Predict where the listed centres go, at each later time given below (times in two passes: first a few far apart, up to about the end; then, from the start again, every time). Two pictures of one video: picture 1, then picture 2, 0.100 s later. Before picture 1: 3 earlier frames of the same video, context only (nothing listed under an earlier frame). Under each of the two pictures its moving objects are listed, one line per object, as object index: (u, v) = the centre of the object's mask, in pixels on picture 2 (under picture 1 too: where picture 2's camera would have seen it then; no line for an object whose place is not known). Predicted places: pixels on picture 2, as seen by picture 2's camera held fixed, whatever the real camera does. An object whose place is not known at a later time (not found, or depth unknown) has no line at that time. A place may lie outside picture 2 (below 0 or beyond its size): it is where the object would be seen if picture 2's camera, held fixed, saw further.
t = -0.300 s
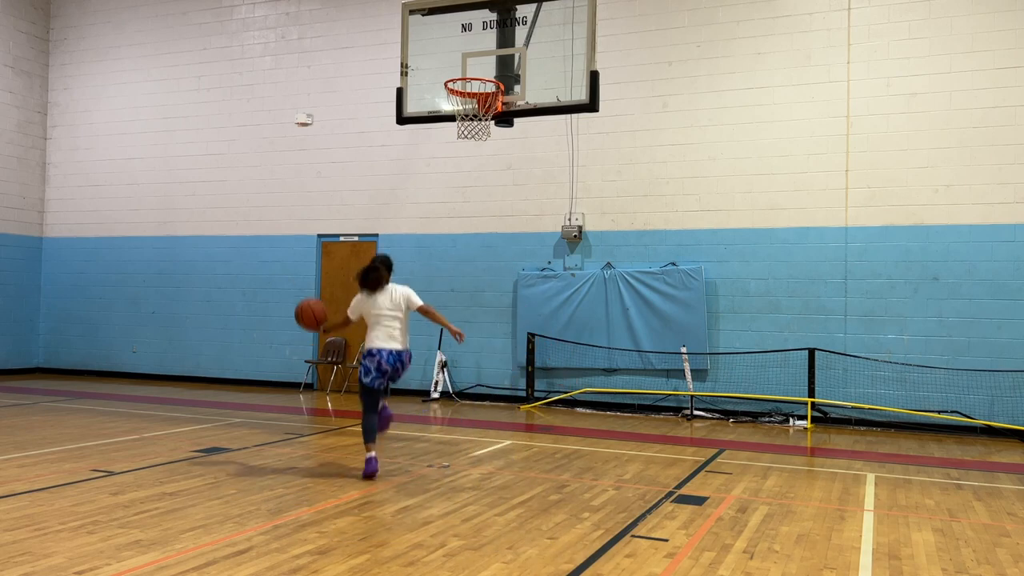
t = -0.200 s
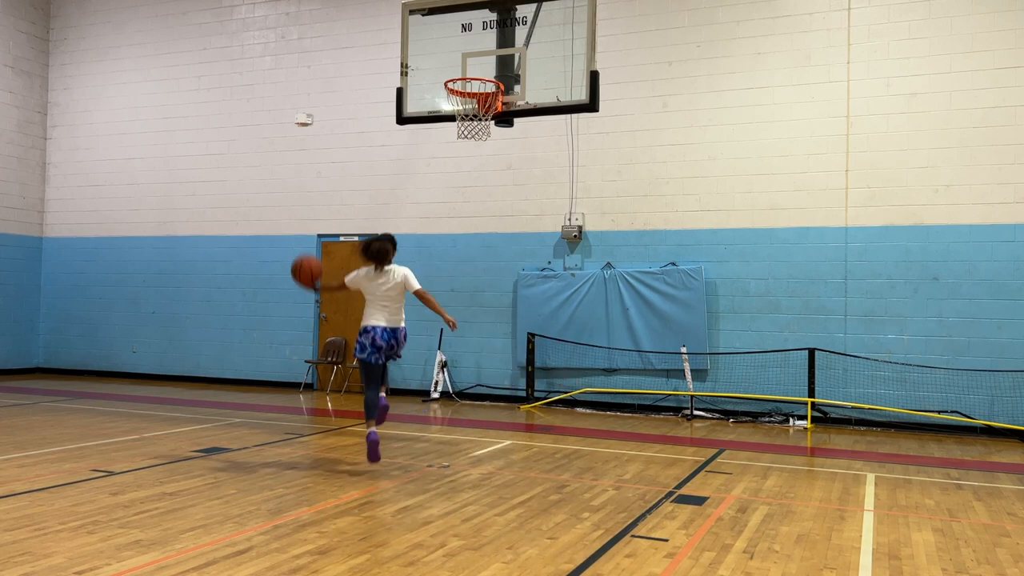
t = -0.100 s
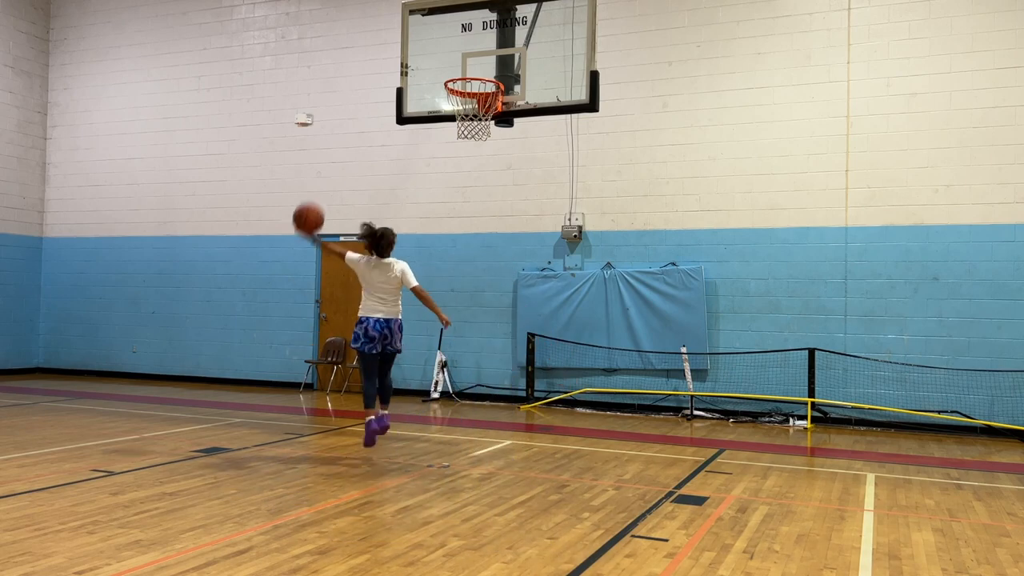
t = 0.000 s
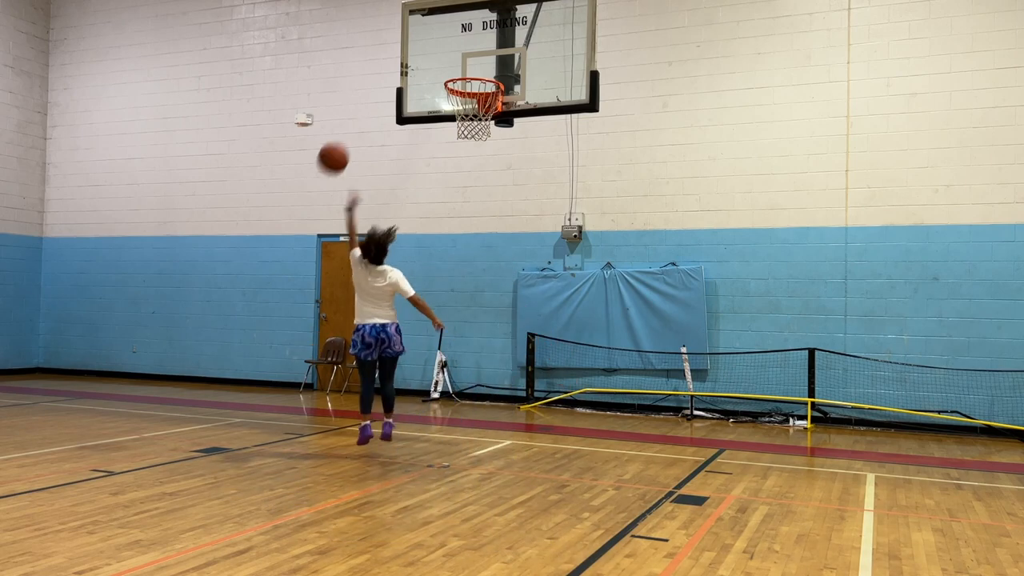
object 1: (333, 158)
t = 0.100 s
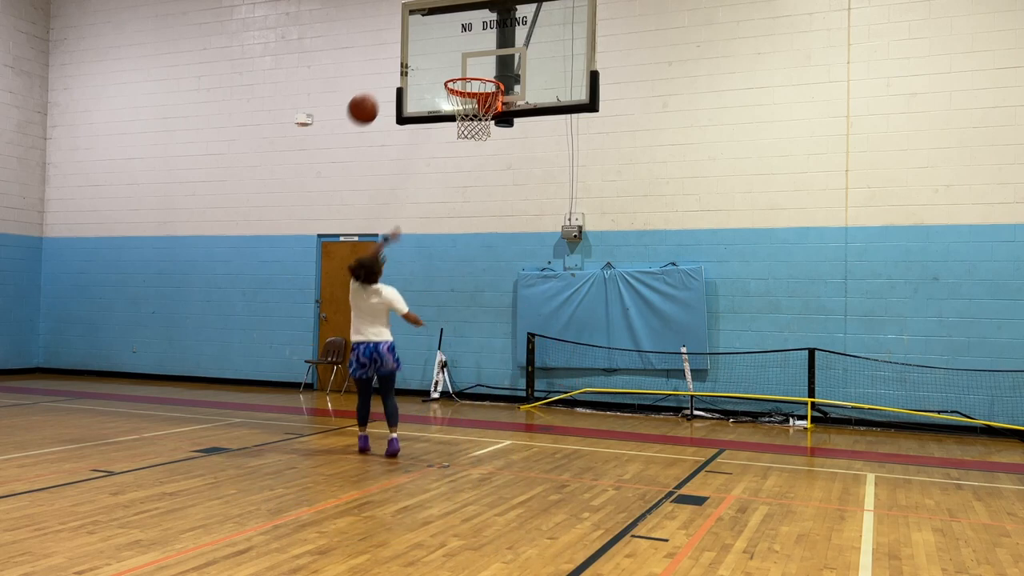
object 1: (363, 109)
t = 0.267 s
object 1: (409, 56)
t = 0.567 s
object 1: (481, 43)
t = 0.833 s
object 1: (471, 89)
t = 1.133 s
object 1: (447, 110)
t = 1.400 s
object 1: (481, 150)
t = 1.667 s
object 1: (517, 253)
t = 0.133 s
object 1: (372, 96)
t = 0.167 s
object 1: (381, 83)
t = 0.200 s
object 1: (391, 73)
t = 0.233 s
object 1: (400, 64)
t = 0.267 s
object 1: (409, 56)
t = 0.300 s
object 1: (418, 50)
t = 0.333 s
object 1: (427, 44)
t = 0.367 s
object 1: (435, 41)
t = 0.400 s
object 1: (444, 38)
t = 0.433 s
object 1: (452, 37)
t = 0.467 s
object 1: (460, 37)
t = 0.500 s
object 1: (468, 39)
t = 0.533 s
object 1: (477, 41)
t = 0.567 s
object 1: (481, 43)
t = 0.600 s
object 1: (481, 45)
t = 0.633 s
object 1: (482, 49)
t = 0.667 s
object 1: (483, 54)
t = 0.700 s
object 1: (484, 60)
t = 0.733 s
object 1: (485, 66)
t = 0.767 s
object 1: (485, 73)
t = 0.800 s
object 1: (480, 83)
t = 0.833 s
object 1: (471, 89)
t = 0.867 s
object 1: (460, 95)
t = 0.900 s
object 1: (451, 103)
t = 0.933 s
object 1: (447, 105)
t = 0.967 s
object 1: (444, 105)
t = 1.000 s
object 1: (443, 106)
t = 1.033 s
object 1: (442, 106)
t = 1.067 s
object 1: (443, 106)
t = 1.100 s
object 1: (445, 108)
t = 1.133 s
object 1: (447, 110)
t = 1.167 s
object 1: (450, 114)
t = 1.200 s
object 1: (454, 119)
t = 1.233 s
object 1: (457, 123)
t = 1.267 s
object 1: (461, 127)
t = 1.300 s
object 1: (466, 131)
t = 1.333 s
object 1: (472, 140)
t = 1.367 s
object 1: (476, 144)
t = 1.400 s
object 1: (481, 150)
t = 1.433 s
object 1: (485, 158)
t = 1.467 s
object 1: (490, 167)
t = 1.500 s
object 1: (495, 179)
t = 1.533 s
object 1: (499, 191)
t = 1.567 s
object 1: (504, 205)
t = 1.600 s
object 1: (508, 220)
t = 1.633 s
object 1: (513, 236)
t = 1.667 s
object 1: (517, 253)
